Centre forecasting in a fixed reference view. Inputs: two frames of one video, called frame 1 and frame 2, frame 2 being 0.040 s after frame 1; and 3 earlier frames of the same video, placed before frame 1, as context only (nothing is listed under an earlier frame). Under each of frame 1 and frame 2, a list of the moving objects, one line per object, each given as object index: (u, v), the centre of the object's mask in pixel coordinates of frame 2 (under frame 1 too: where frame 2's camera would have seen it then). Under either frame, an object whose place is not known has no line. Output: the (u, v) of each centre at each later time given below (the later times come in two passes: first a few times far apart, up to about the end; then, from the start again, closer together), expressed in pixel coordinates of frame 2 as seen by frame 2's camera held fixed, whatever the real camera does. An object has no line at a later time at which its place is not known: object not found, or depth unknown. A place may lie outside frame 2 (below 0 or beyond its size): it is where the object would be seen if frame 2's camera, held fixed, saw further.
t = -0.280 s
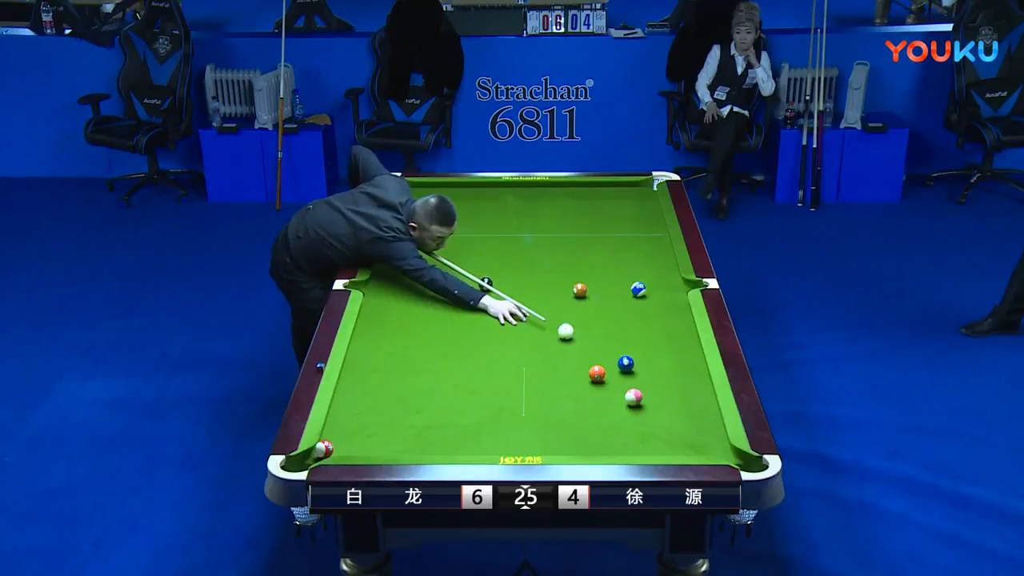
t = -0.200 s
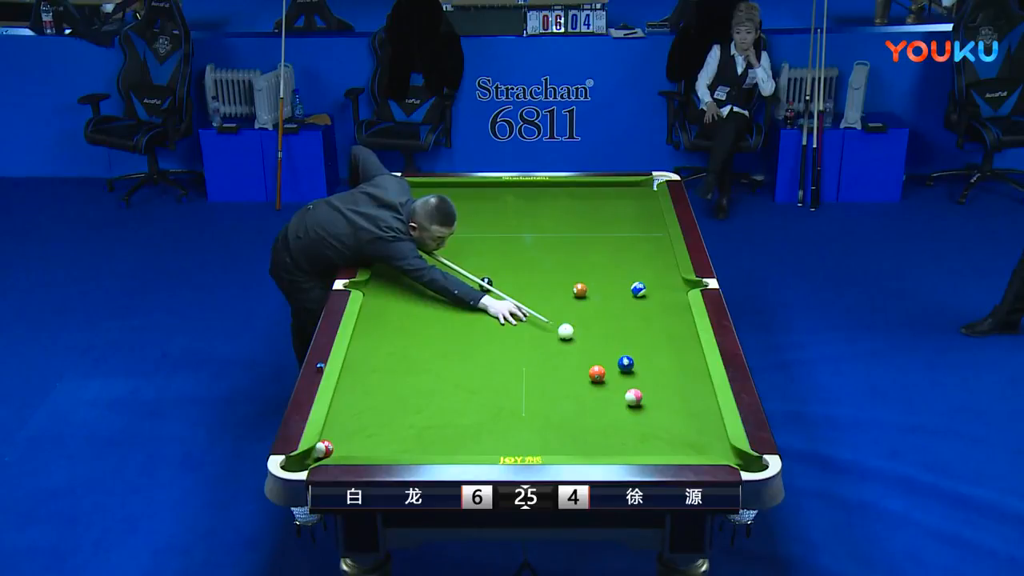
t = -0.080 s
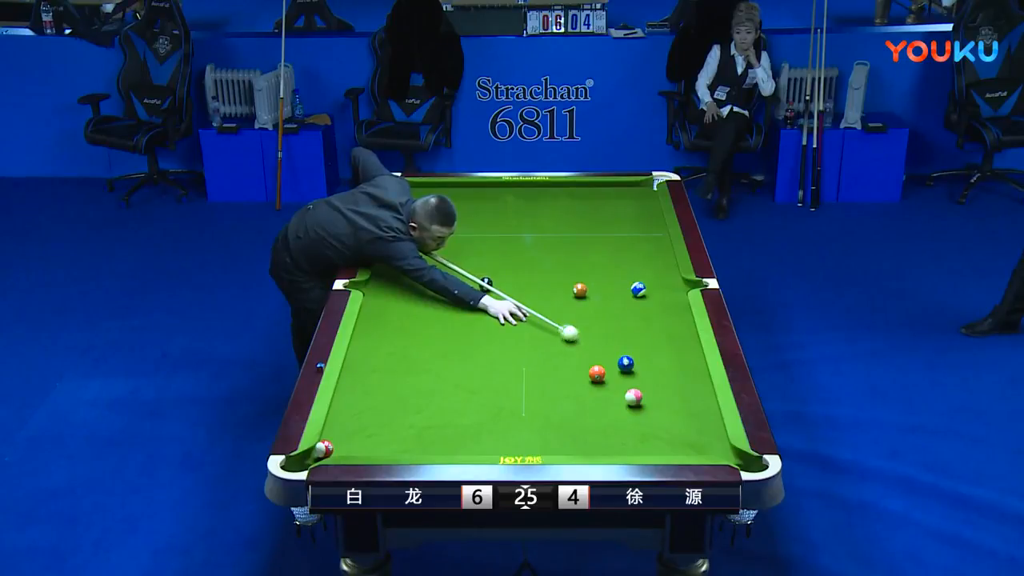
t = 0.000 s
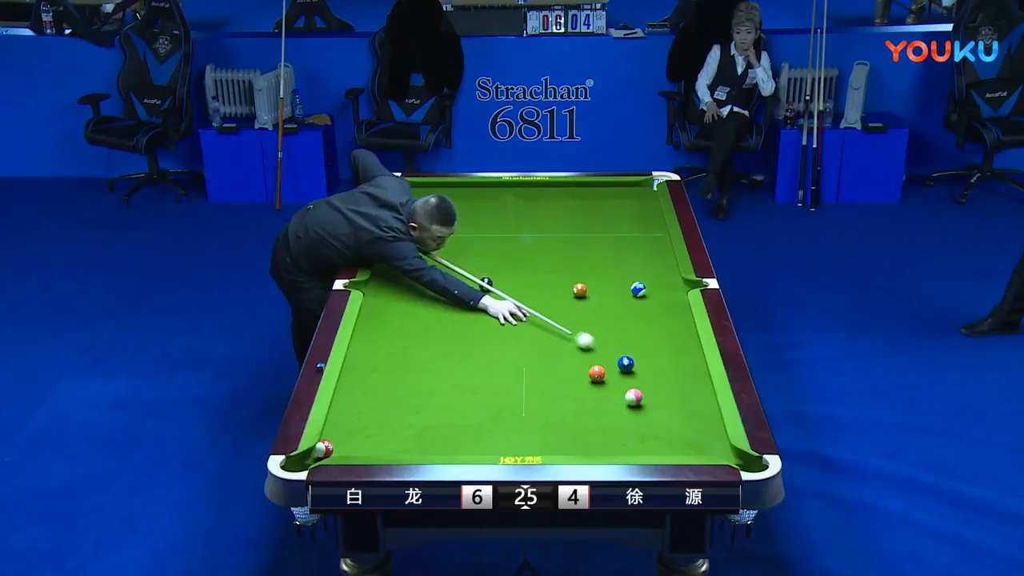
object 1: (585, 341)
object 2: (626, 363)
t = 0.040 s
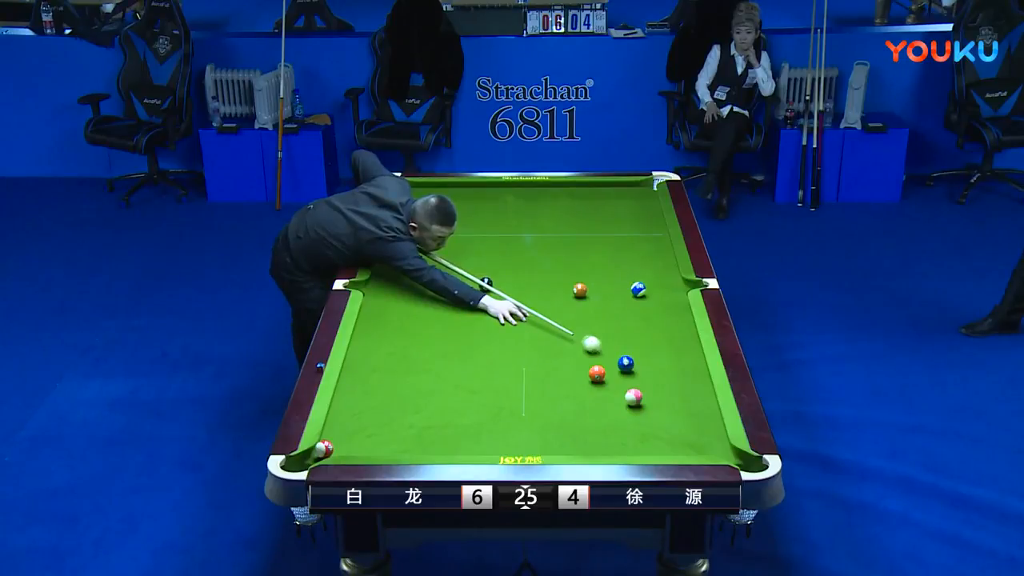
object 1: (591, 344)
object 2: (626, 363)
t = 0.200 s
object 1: (615, 355)
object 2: (626, 364)
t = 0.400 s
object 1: (632, 357)
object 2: (640, 376)
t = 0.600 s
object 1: (647, 358)
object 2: (653, 388)
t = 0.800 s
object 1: (661, 359)
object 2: (666, 400)
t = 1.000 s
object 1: (674, 361)
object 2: (678, 411)
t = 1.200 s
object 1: (687, 362)
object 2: (691, 423)
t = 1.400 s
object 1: (697, 363)
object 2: (703, 434)
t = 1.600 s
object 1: (692, 363)
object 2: (716, 446)
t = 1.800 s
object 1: (687, 364)
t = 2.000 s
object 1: (683, 364)
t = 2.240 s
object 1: (680, 364)
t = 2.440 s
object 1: (677, 365)
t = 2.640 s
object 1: (676, 365)
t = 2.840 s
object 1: (676, 365)
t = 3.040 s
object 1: (676, 365)
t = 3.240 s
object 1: (676, 365)
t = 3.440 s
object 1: (676, 365)
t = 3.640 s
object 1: (676, 365)
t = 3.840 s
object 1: (676, 365)
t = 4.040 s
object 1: (676, 365)
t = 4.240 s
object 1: (676, 365)
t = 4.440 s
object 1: (676, 365)
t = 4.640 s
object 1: (676, 365)
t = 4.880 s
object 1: (673, 362)
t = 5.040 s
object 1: (676, 365)
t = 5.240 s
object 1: (676, 365)
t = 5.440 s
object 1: (676, 365)
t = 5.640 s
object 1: (676, 365)
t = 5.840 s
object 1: (676, 365)
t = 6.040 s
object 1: (676, 365)
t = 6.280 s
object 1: (676, 365)
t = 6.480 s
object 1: (676, 365)
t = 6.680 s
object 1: (676, 365)
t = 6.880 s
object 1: (676, 365)
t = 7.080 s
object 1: (676, 365)
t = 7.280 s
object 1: (676, 365)
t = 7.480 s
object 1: (676, 365)
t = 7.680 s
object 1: (676, 365)
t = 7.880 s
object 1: (676, 365)
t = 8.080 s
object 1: (676, 365)
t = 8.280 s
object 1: (676, 365)
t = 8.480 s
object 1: (676, 365)
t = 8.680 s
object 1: (676, 365)
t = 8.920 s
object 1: (676, 365)
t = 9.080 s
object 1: (676, 365)
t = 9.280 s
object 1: (676, 365)
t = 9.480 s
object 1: (676, 365)
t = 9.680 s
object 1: (676, 365)
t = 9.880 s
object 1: (676, 365)
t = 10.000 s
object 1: (676, 365)
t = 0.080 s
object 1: (598, 347)
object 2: (626, 363)
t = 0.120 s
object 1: (604, 350)
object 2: (626, 363)
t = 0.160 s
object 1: (610, 353)
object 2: (626, 363)
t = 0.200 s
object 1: (615, 355)
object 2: (626, 364)
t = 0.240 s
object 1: (619, 355)
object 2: (629, 366)
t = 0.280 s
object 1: (623, 356)
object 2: (632, 369)
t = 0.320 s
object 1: (626, 356)
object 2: (635, 372)
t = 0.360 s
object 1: (629, 357)
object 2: (638, 374)
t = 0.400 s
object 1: (632, 357)
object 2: (640, 376)
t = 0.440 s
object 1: (635, 357)
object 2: (643, 379)
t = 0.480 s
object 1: (638, 357)
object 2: (645, 381)
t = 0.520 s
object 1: (641, 358)
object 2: (648, 383)
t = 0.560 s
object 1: (644, 358)
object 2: (650, 386)
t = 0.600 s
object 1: (647, 358)
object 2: (653, 388)
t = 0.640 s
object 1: (650, 358)
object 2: (656, 391)
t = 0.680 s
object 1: (653, 359)
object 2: (658, 393)
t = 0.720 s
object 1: (655, 359)
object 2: (661, 395)
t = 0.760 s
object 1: (658, 359)
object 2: (663, 398)
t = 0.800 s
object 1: (661, 359)
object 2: (666, 400)
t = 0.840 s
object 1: (664, 360)
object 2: (668, 402)
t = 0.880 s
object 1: (666, 360)
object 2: (671, 404)
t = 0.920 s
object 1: (669, 360)
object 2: (673, 407)
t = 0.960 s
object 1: (672, 360)
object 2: (675, 409)
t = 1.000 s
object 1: (674, 361)
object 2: (678, 411)
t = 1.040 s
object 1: (677, 361)
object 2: (681, 413)
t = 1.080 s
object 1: (679, 361)
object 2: (683, 416)
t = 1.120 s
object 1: (682, 361)
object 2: (686, 418)
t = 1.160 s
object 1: (684, 361)
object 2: (688, 421)
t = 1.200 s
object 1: (687, 362)
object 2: (691, 423)
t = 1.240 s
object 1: (689, 362)
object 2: (693, 425)
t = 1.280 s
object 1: (691, 362)
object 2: (696, 427)
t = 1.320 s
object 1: (693, 362)
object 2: (698, 430)
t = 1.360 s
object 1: (696, 363)
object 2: (701, 432)
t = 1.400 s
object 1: (697, 363)
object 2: (703, 434)
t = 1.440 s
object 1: (697, 363)
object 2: (706, 436)
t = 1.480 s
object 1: (696, 363)
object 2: (708, 438)
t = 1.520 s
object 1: (695, 363)
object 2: (711, 441)
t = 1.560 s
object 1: (693, 363)
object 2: (713, 443)
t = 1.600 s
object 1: (692, 363)
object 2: (716, 446)
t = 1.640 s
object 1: (691, 363)
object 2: (719, 447)
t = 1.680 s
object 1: (690, 364)
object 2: (721, 450)
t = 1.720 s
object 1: (689, 364)
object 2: (724, 451)
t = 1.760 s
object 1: (688, 364)
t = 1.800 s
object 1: (687, 364)
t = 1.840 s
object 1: (686, 364)
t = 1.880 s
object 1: (685, 364)
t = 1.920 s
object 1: (684, 364)
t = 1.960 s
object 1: (684, 364)
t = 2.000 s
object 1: (683, 364)
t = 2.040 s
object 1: (682, 364)
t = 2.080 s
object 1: (682, 364)
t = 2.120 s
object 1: (681, 364)
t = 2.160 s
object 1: (681, 364)
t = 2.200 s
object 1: (680, 364)
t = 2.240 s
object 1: (680, 364)
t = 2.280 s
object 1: (679, 365)
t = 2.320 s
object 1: (678, 365)
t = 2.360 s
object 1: (678, 365)
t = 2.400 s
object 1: (678, 365)
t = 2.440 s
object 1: (677, 365)
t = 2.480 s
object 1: (677, 365)
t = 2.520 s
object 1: (676, 365)
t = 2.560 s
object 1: (676, 365)
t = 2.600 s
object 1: (676, 365)
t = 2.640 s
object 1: (676, 365)
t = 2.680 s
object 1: (676, 365)
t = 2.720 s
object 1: (676, 365)
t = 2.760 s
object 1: (676, 365)
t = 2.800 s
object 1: (676, 365)
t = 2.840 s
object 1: (676, 365)
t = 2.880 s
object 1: (676, 365)
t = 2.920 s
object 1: (676, 365)
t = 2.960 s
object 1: (676, 365)
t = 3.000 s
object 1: (675, 365)
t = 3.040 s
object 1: (676, 365)
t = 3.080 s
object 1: (676, 365)
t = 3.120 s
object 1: (676, 365)
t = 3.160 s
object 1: (676, 365)
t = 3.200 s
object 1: (676, 365)
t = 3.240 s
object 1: (676, 365)
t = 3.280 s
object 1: (676, 365)
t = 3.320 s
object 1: (676, 365)
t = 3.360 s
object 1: (676, 365)
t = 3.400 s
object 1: (676, 365)
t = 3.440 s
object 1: (676, 365)
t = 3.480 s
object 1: (676, 365)
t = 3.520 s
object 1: (676, 365)
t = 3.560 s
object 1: (676, 365)
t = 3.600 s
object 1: (676, 365)
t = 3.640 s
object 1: (676, 365)
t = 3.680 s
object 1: (676, 365)
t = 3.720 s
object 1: (676, 365)
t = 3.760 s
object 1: (676, 365)
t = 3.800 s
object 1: (676, 365)
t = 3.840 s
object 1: (676, 365)
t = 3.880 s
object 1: (676, 365)
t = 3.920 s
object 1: (676, 365)
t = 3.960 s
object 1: (676, 365)
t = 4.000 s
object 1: (676, 365)
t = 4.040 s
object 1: (676, 365)
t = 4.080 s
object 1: (676, 365)
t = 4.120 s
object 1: (676, 365)
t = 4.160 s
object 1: (676, 365)
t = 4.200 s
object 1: (676, 365)
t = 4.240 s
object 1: (676, 365)
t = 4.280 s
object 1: (676, 365)
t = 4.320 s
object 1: (676, 365)
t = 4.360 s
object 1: (676, 365)
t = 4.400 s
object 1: (676, 365)
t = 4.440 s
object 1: (676, 365)
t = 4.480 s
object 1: (676, 365)
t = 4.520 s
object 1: (676, 365)
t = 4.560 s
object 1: (676, 365)
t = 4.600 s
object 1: (676, 365)
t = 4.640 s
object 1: (676, 365)
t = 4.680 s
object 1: (676, 365)
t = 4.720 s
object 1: (676, 365)
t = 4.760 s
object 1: (677, 366)
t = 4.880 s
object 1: (673, 362)
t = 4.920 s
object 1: (675, 363)
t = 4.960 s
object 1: (676, 364)
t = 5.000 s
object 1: (676, 365)
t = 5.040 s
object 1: (676, 365)
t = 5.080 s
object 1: (676, 365)
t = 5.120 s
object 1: (676, 365)
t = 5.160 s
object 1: (676, 365)
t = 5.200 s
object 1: (676, 365)
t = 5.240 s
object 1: (676, 365)
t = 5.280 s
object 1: (676, 365)
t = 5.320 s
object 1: (676, 365)
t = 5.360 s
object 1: (676, 365)
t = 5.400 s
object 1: (676, 365)
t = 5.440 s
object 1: (676, 365)
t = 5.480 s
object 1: (676, 365)
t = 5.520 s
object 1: (676, 365)
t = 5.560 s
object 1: (676, 365)
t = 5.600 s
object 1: (676, 365)
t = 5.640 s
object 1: (676, 365)
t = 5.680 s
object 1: (676, 365)
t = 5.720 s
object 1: (676, 365)
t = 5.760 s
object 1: (676, 365)
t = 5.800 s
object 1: (676, 365)
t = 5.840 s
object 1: (676, 365)
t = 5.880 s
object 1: (676, 365)
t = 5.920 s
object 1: (676, 365)
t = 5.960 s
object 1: (676, 365)
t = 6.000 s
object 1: (676, 365)
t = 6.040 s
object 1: (676, 365)
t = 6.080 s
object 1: (676, 365)
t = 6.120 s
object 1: (676, 365)
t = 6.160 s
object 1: (676, 365)
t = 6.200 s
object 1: (676, 365)
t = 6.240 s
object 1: (676, 365)
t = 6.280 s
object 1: (676, 365)
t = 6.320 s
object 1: (676, 365)
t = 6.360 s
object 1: (676, 365)
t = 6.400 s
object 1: (676, 365)
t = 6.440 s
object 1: (676, 365)
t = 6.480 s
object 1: (676, 365)
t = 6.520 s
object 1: (676, 365)
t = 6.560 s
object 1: (676, 365)
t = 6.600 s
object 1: (676, 365)
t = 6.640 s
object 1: (676, 365)
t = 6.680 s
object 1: (676, 365)
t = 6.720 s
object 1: (676, 365)
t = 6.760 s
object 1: (676, 365)
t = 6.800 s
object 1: (676, 365)
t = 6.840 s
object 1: (676, 365)
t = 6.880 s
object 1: (676, 365)
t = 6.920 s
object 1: (676, 365)
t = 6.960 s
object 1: (676, 365)
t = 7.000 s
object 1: (676, 365)
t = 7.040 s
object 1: (676, 365)
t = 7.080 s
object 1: (676, 365)
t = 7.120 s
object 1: (676, 365)
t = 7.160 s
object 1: (676, 365)
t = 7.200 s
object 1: (676, 365)
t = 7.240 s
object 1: (676, 365)
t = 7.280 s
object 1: (676, 365)
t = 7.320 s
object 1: (676, 365)
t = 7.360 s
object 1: (676, 365)
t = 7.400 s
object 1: (676, 365)
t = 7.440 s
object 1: (676, 365)
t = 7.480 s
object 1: (676, 365)
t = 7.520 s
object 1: (676, 365)
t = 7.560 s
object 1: (676, 365)
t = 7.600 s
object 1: (676, 365)
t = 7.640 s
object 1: (676, 365)
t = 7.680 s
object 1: (676, 365)
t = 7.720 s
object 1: (676, 365)
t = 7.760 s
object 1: (676, 365)
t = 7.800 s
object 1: (676, 365)
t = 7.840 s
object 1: (676, 365)
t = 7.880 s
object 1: (676, 365)
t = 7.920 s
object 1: (676, 365)
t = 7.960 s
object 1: (676, 365)
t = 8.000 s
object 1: (676, 365)
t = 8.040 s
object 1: (676, 365)
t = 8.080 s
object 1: (676, 365)
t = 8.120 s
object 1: (676, 365)
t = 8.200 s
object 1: (676, 365)
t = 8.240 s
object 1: (676, 365)
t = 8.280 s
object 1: (676, 365)
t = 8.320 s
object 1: (676, 365)
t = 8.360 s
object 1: (676, 365)
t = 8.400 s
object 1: (676, 365)
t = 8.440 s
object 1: (676, 365)
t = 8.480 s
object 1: (676, 365)
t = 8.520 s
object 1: (676, 365)
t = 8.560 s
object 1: (676, 365)
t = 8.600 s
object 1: (676, 365)
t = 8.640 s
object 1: (676, 365)
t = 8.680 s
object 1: (676, 365)
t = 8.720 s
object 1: (676, 365)
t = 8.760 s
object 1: (676, 365)
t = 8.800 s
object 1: (676, 365)
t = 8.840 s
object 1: (676, 365)
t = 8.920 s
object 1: (676, 365)
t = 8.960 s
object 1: (676, 365)
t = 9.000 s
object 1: (676, 365)
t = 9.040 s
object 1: (676, 365)
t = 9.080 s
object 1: (676, 365)
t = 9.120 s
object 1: (676, 365)
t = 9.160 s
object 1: (676, 365)
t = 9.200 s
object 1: (676, 365)
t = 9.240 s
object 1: (676, 365)
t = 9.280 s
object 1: (676, 365)
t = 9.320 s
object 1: (676, 365)
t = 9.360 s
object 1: (676, 365)
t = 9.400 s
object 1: (676, 365)
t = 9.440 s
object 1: (676, 365)
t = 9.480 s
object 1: (676, 365)
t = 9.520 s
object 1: (676, 365)
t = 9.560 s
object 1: (676, 365)
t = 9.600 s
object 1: (676, 365)
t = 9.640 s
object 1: (676, 365)
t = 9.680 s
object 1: (676, 365)
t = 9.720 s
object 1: (676, 365)
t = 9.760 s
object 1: (676, 365)
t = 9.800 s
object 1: (676, 365)
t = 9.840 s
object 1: (676, 365)
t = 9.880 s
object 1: (676, 365)
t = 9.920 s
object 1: (676, 365)
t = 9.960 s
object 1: (676, 365)
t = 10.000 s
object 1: (676, 365)
